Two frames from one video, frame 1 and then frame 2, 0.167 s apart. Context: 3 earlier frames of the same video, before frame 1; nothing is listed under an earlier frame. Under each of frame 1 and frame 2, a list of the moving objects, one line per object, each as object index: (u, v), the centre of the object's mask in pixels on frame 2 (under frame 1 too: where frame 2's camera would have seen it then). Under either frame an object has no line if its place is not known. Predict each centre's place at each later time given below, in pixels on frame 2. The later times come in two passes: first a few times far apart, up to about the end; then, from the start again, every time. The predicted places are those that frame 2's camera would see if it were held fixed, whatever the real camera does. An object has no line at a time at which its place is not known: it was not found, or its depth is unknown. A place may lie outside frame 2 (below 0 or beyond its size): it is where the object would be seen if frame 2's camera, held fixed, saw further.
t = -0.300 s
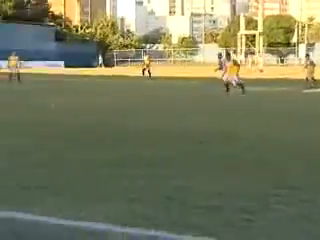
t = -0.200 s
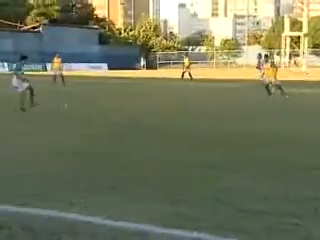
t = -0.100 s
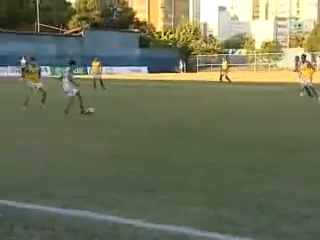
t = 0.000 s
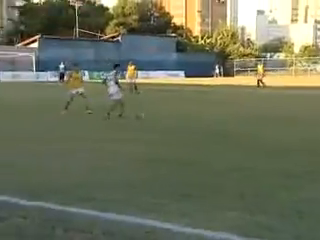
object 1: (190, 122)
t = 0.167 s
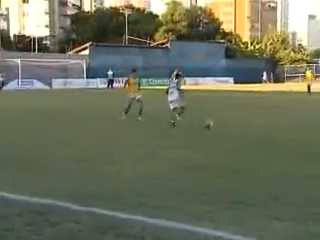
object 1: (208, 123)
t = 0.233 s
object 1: (216, 125)
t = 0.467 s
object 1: (240, 128)
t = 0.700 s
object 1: (267, 130)
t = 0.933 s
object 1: (291, 138)
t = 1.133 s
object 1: (317, 143)
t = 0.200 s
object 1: (211, 123)
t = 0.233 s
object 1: (216, 125)
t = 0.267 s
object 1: (219, 127)
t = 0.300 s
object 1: (222, 129)
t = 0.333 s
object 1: (227, 128)
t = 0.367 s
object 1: (231, 128)
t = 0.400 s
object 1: (233, 128)
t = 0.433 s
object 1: (235, 128)
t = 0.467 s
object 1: (240, 128)
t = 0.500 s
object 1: (246, 130)
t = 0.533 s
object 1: (247, 131)
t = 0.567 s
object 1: (251, 132)
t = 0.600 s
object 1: (254, 130)
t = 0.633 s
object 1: (260, 130)
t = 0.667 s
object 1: (261, 131)
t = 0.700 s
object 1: (267, 130)
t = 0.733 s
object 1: (270, 130)
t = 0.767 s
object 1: (274, 131)
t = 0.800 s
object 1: (277, 133)
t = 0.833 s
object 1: (282, 135)
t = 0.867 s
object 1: (286, 138)
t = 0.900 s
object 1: (290, 139)
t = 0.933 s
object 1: (291, 138)
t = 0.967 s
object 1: (297, 138)
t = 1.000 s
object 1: (301, 139)
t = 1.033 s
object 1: (307, 141)
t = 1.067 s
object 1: (310, 142)
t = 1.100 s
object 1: (314, 142)
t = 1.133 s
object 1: (317, 143)
